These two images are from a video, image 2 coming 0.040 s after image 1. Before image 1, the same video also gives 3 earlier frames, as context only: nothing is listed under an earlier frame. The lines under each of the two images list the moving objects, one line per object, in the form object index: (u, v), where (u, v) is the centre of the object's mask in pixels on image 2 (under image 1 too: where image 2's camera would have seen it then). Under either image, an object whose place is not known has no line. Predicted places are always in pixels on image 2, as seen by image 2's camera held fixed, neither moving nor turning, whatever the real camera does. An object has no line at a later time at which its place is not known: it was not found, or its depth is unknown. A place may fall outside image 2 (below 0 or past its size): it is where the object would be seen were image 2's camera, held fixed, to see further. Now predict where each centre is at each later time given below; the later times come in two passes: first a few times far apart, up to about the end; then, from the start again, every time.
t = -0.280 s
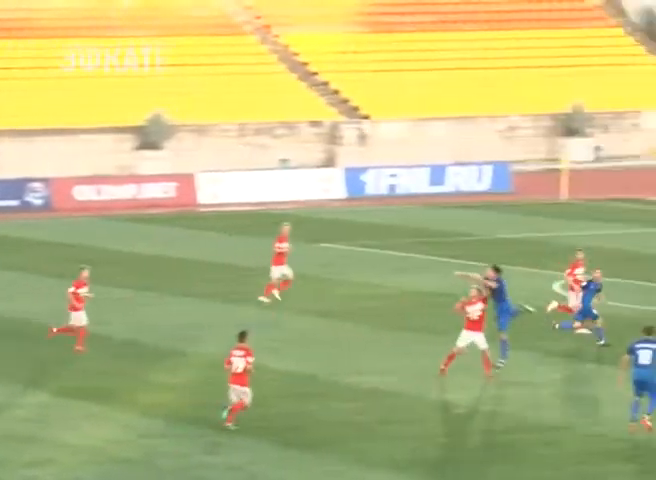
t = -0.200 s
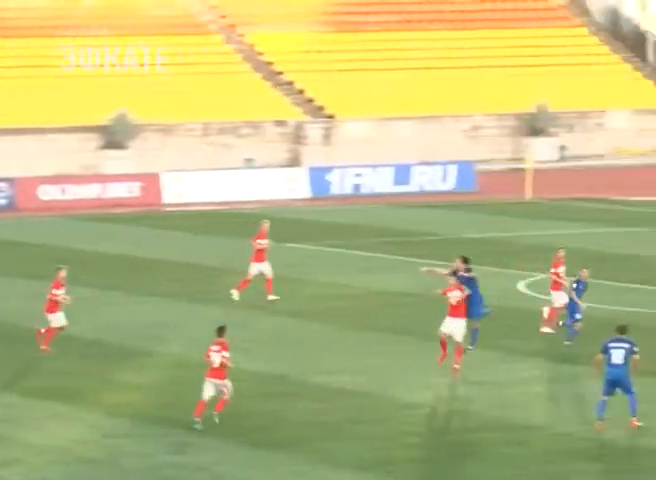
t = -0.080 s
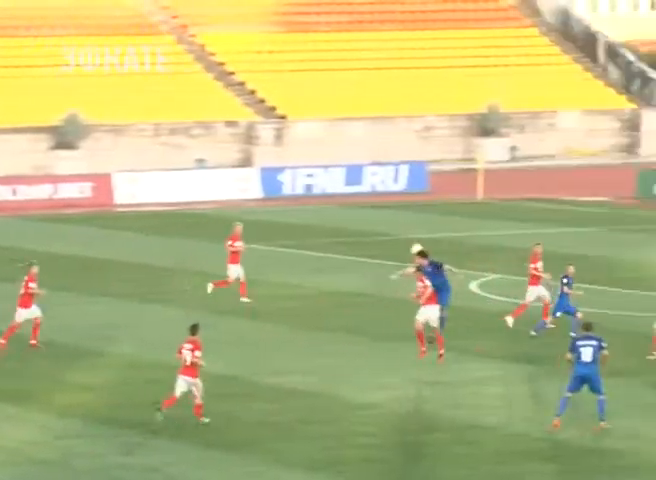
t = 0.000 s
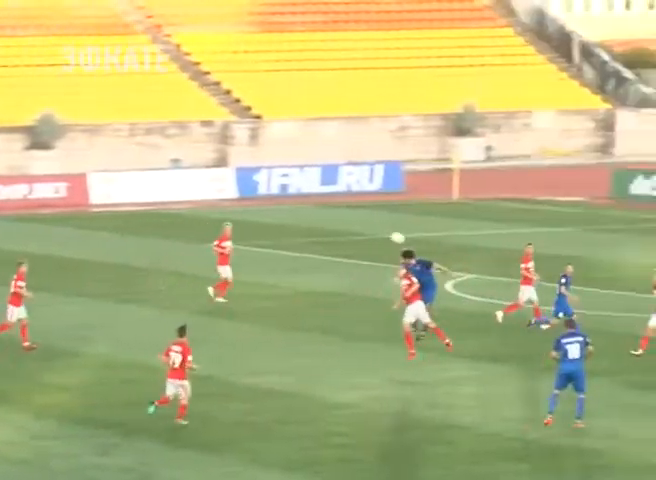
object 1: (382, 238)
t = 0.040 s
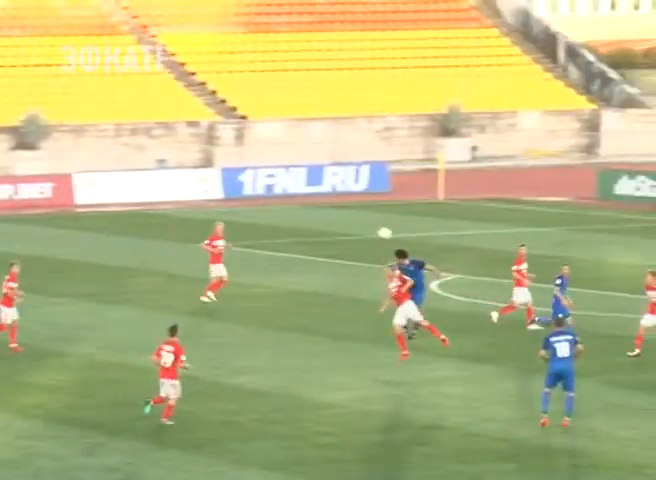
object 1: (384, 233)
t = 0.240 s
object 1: (397, 223)
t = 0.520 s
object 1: (415, 247)
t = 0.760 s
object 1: (433, 297)
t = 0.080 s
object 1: (388, 229)
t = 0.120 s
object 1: (389, 226)
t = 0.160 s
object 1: (393, 224)
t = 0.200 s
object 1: (395, 223)
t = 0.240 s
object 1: (397, 223)
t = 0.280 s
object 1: (399, 224)
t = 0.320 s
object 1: (401, 225)
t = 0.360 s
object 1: (404, 228)
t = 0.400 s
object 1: (407, 231)
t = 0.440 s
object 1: (409, 236)
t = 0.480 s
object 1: (412, 241)
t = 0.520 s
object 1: (415, 247)
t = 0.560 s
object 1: (418, 253)
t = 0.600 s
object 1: (421, 261)
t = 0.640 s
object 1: (424, 269)
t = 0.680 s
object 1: (427, 277)
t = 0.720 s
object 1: (430, 287)
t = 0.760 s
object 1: (433, 297)
